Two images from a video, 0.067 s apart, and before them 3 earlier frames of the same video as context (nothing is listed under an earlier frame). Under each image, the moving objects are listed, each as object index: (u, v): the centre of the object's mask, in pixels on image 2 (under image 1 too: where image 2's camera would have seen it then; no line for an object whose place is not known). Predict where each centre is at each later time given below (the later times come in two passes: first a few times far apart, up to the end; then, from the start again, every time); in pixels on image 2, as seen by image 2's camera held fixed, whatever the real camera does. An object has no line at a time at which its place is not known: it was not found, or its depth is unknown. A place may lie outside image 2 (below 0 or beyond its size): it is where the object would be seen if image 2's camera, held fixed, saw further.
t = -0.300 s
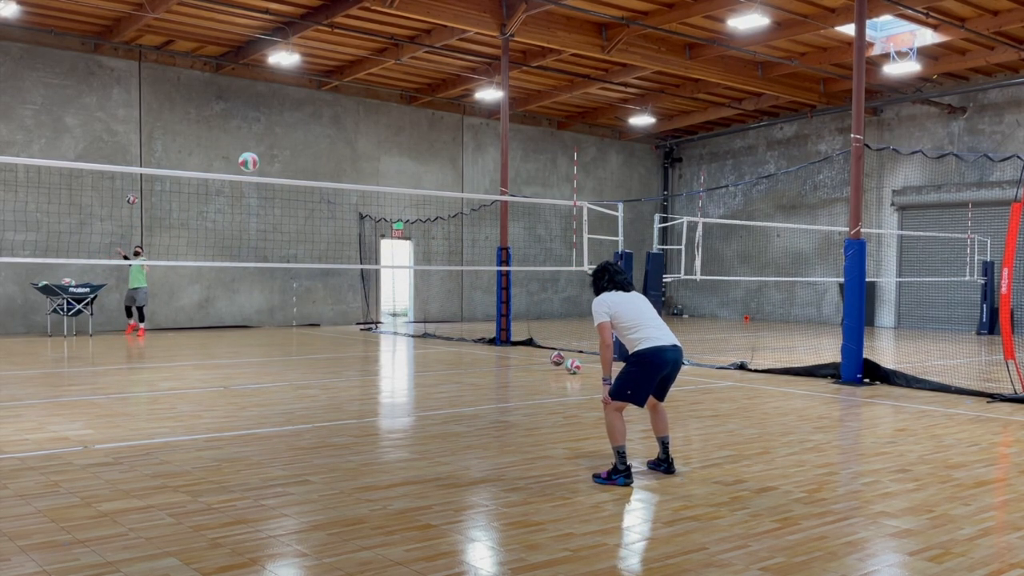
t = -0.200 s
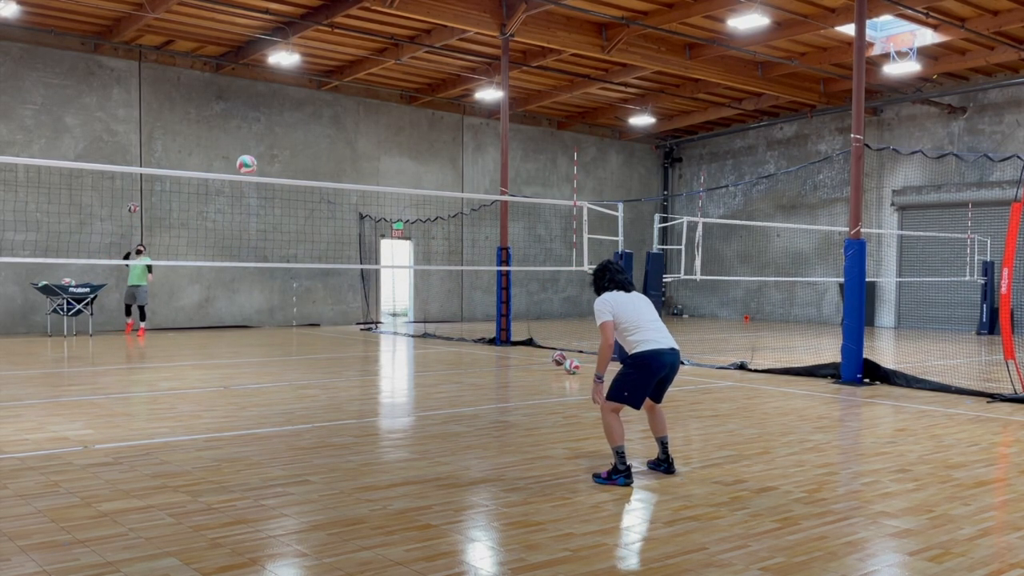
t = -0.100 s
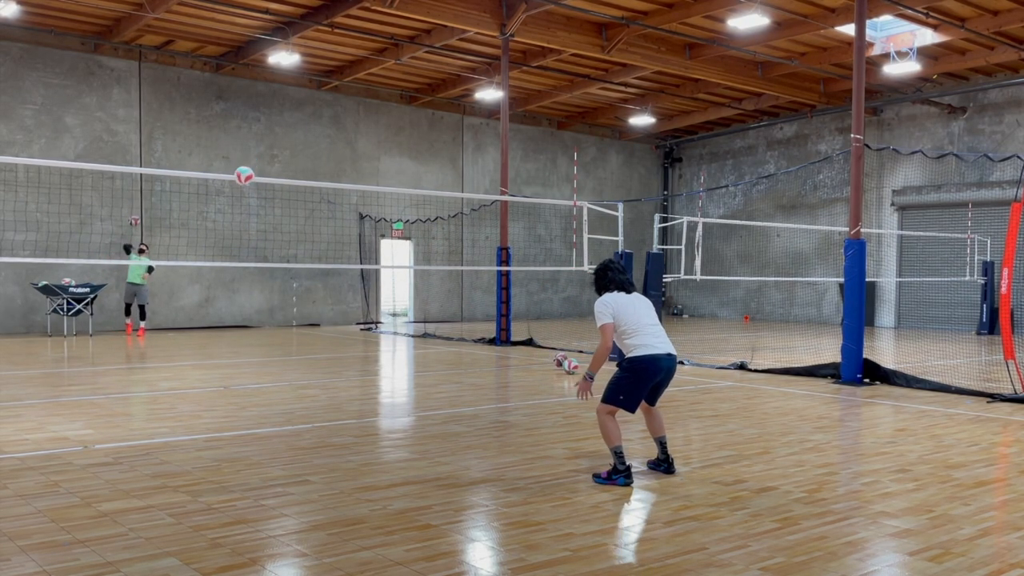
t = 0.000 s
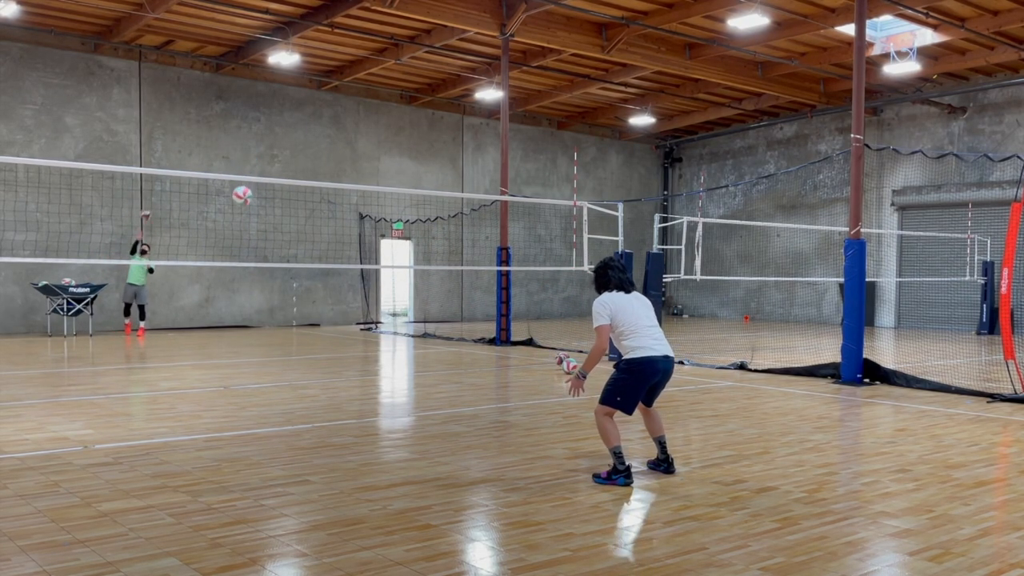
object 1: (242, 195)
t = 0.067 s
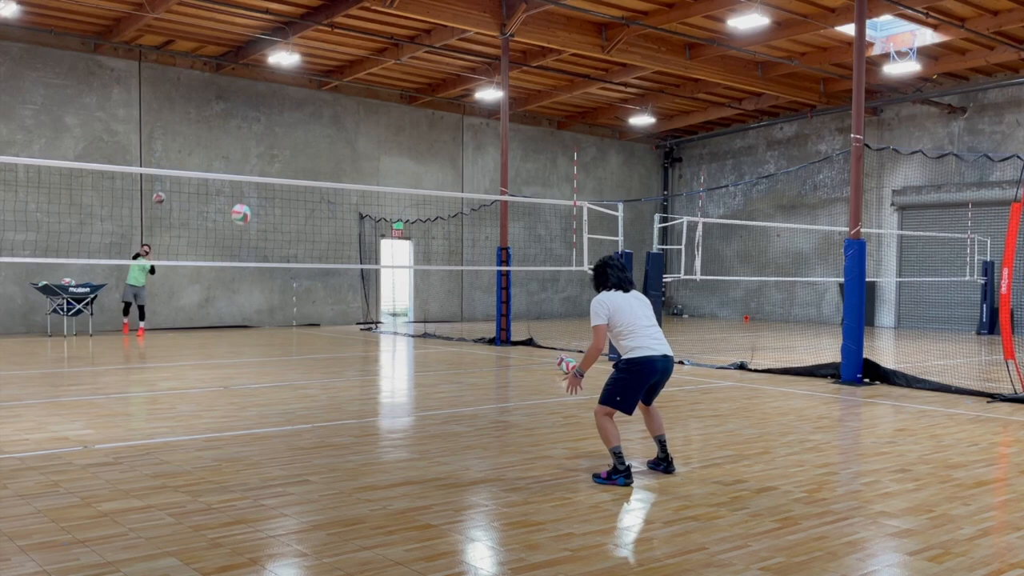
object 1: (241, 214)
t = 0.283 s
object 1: (237, 297)
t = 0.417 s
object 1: (234, 367)
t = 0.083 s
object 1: (240, 219)
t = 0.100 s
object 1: (240, 224)
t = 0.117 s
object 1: (240, 230)
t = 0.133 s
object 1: (239, 235)
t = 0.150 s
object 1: (239, 241)
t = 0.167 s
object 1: (239, 247)
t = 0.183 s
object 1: (239, 254)
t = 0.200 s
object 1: (238, 261)
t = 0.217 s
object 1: (238, 268)
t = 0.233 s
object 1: (237, 275)
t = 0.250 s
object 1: (237, 282)
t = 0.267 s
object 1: (237, 289)
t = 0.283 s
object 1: (237, 297)
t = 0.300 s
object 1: (236, 306)
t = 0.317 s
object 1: (236, 314)
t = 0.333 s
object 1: (236, 322)
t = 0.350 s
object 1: (235, 330)
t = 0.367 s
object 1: (235, 339)
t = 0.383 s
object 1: (234, 348)
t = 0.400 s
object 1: (234, 357)
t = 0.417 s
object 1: (234, 367)
